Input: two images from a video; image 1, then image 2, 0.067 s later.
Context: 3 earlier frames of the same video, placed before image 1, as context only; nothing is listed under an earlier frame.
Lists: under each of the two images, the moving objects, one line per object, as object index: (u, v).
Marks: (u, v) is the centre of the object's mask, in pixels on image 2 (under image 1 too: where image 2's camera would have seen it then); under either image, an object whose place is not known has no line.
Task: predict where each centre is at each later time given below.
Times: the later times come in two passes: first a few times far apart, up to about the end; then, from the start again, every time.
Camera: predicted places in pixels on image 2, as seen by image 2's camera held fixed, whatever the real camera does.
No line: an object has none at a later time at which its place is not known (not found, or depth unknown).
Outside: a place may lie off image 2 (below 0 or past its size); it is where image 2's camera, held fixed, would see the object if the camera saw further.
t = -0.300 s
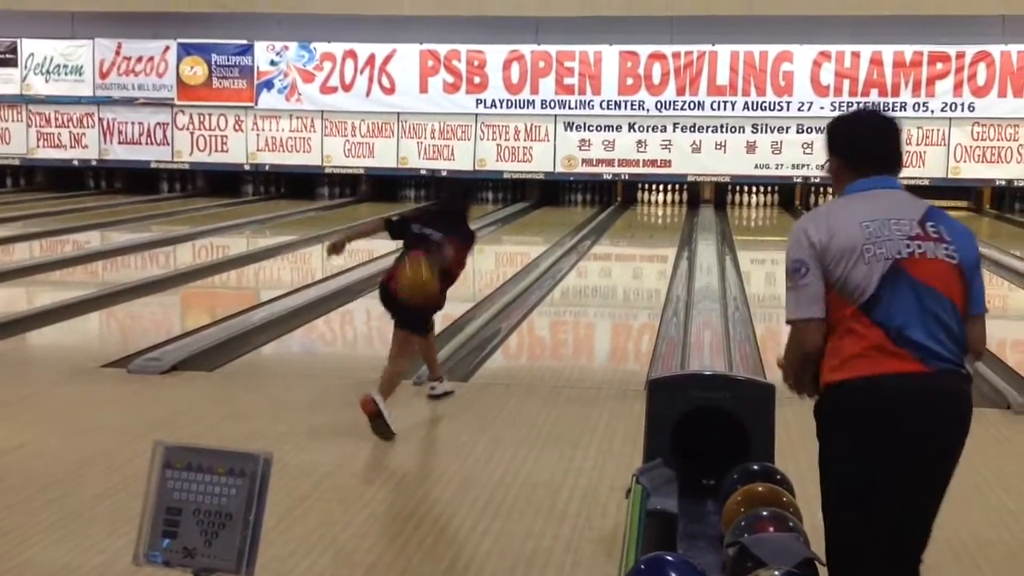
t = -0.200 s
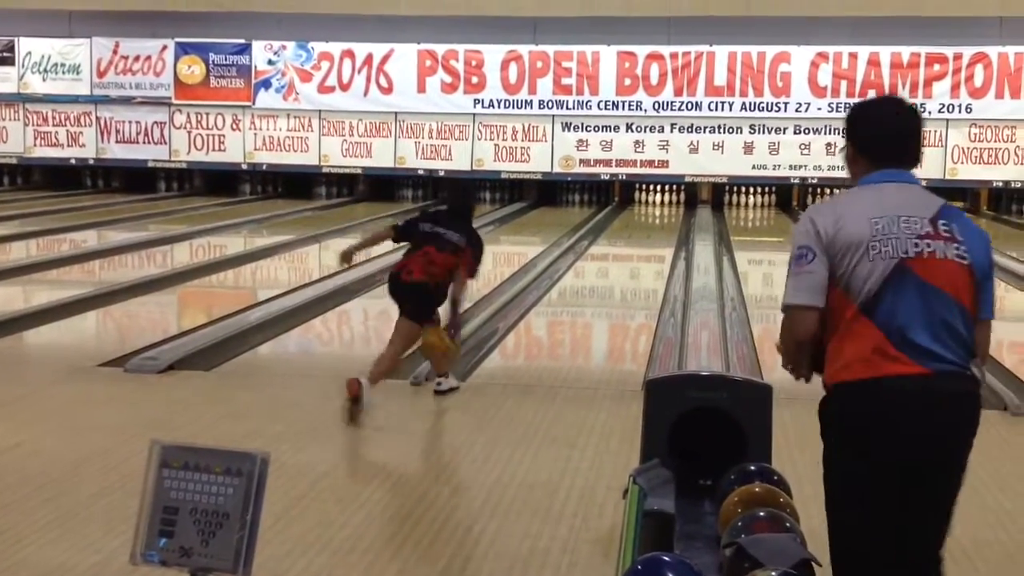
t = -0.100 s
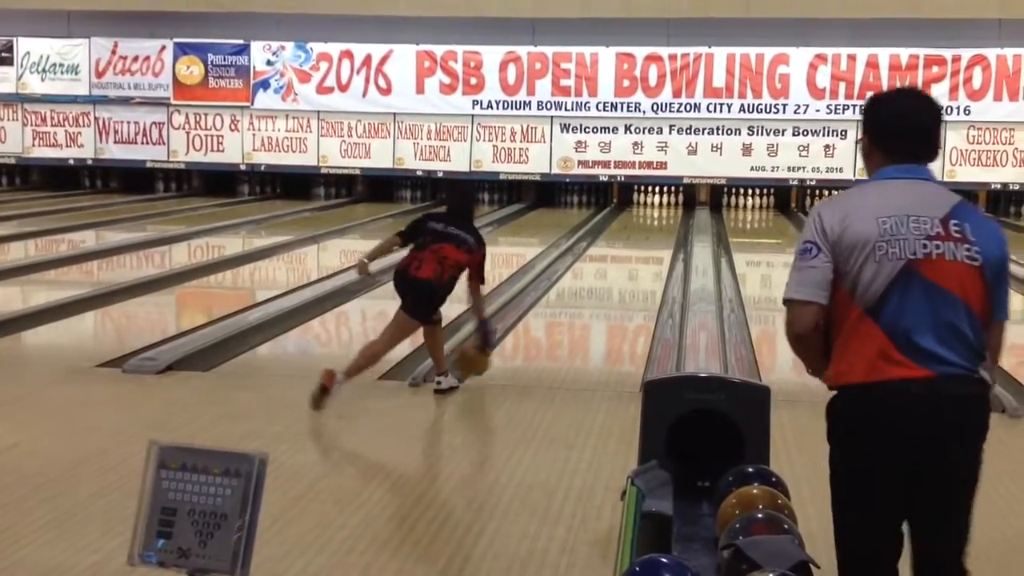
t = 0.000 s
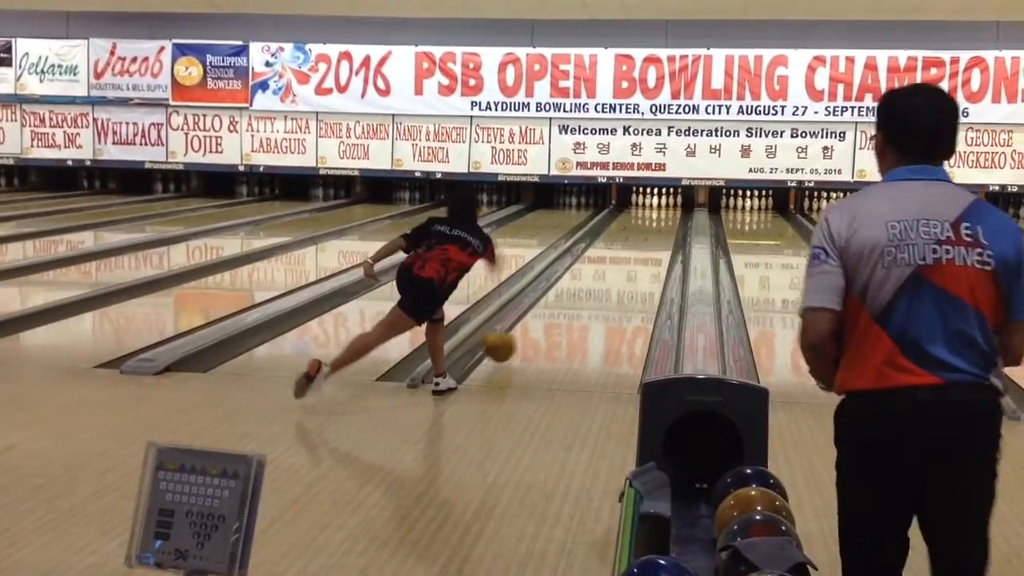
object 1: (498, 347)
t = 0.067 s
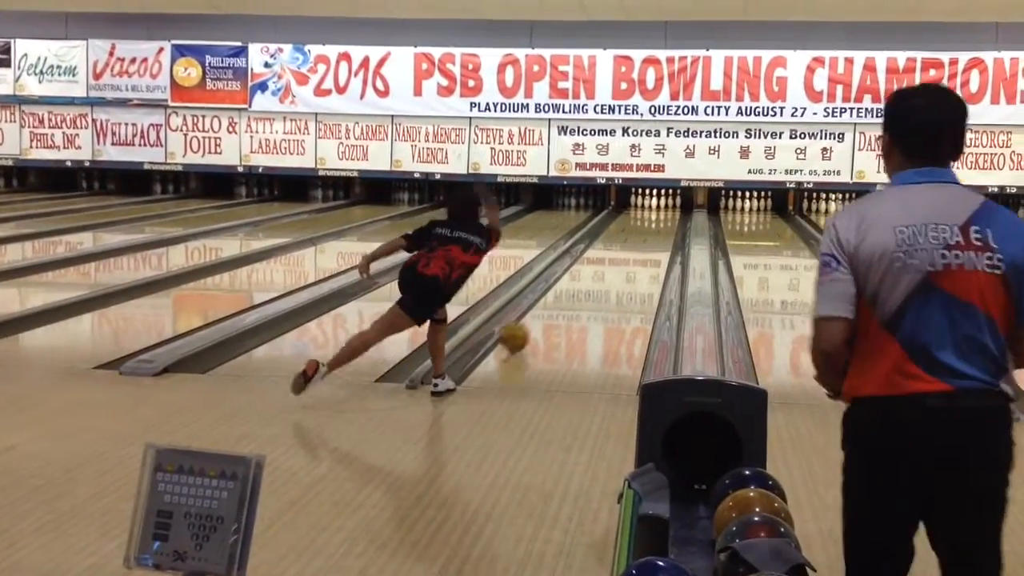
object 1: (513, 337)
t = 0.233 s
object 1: (546, 312)
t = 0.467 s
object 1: (579, 287)
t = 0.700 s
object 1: (603, 267)
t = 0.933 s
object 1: (621, 253)
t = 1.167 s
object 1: (634, 241)
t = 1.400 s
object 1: (643, 233)
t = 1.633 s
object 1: (652, 223)
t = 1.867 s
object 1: (657, 216)
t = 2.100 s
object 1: (659, 212)
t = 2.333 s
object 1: (658, 206)
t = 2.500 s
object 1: (659, 205)
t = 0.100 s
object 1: (520, 333)
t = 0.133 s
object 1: (527, 327)
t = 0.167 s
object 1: (533, 321)
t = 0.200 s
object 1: (540, 316)
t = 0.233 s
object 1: (546, 312)
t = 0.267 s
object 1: (551, 308)
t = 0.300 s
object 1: (556, 304)
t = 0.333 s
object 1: (561, 300)
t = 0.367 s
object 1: (566, 296)
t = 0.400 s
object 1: (570, 293)
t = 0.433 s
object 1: (575, 290)
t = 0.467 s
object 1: (579, 287)
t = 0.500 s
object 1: (583, 283)
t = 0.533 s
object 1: (586, 280)
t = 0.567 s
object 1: (590, 277)
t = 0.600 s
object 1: (593, 275)
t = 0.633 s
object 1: (597, 272)
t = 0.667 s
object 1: (600, 269)
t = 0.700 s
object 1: (603, 267)
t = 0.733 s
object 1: (606, 265)
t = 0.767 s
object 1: (609, 262)
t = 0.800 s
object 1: (611, 260)
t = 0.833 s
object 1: (614, 258)
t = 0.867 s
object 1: (616, 256)
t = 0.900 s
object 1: (618, 254)
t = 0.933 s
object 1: (621, 253)
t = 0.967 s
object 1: (623, 251)
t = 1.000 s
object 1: (625, 249)
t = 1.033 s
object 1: (628, 247)
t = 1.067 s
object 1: (629, 246)
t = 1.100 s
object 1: (631, 244)
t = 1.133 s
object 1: (632, 242)
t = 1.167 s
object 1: (634, 241)
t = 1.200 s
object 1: (636, 240)
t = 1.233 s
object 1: (638, 239)
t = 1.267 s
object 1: (639, 237)
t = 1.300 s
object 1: (641, 236)
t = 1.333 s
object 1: (642, 235)
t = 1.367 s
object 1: (643, 233)
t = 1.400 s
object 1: (643, 233)
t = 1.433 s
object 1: (645, 231)
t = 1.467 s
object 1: (647, 229)
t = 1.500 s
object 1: (649, 228)
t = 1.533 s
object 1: (650, 227)
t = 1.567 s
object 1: (651, 226)
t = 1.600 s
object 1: (652, 225)
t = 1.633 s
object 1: (652, 223)
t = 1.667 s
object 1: (653, 222)
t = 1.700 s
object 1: (653, 222)
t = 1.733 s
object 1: (654, 221)
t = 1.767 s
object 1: (655, 219)
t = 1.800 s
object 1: (655, 219)
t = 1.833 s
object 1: (656, 218)
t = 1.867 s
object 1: (657, 216)
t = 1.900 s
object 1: (657, 216)
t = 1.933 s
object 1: (658, 215)
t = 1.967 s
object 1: (657, 215)
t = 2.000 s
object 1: (658, 214)
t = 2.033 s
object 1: (658, 213)
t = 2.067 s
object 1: (658, 213)
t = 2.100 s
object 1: (659, 212)
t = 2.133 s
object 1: (658, 211)
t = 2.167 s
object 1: (659, 210)
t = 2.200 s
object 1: (658, 210)
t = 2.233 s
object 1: (659, 208)
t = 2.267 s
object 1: (658, 208)
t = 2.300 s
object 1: (658, 207)
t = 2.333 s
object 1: (658, 206)
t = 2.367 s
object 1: (658, 206)
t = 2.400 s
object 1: (658, 206)
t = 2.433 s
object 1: (657, 206)
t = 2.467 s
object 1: (658, 206)
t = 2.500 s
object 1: (659, 205)
